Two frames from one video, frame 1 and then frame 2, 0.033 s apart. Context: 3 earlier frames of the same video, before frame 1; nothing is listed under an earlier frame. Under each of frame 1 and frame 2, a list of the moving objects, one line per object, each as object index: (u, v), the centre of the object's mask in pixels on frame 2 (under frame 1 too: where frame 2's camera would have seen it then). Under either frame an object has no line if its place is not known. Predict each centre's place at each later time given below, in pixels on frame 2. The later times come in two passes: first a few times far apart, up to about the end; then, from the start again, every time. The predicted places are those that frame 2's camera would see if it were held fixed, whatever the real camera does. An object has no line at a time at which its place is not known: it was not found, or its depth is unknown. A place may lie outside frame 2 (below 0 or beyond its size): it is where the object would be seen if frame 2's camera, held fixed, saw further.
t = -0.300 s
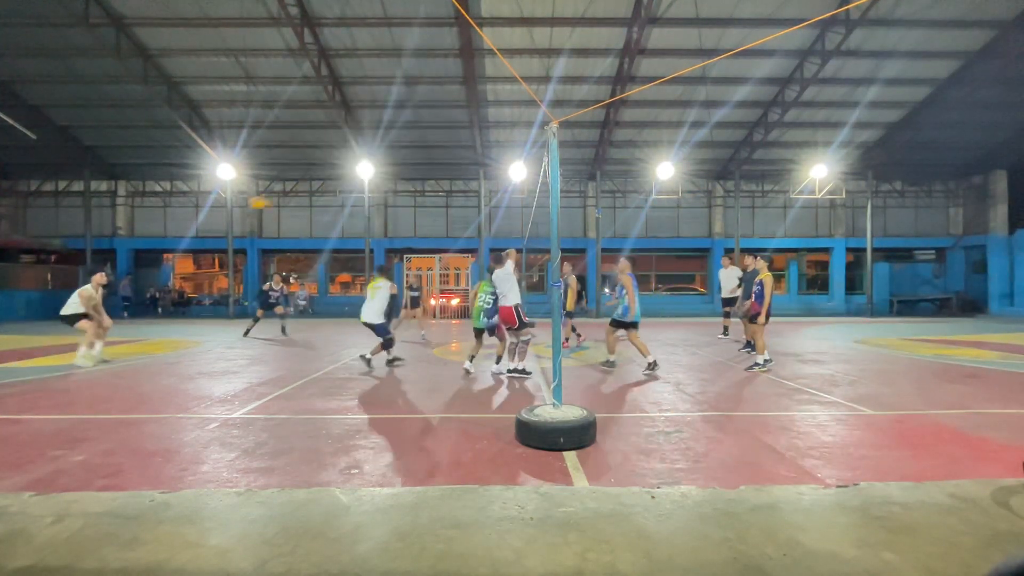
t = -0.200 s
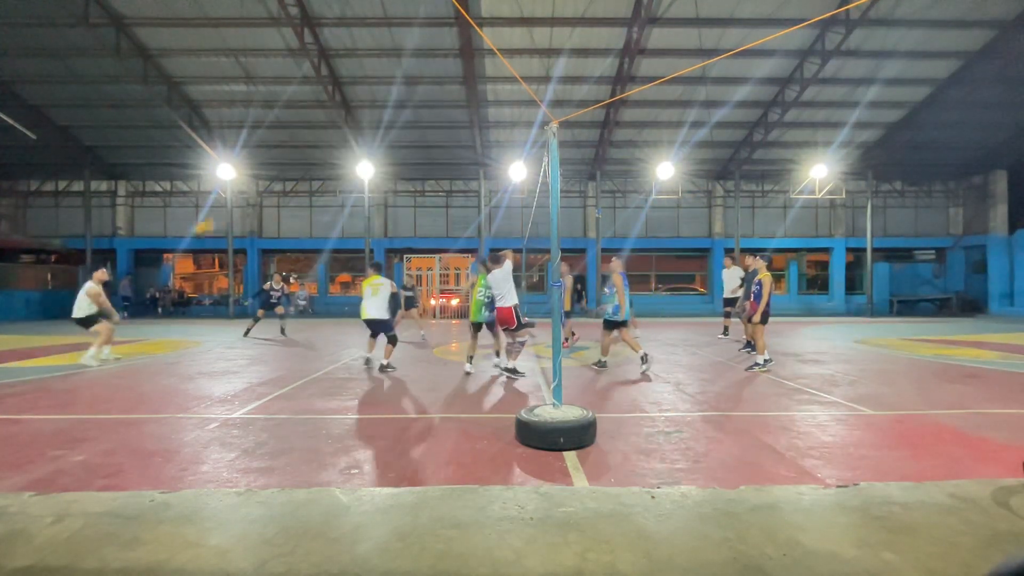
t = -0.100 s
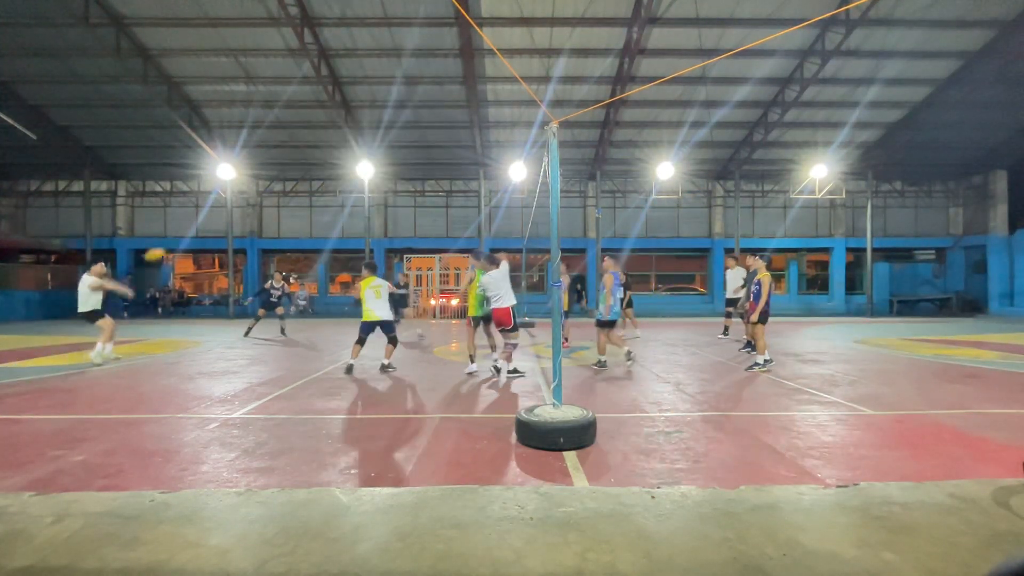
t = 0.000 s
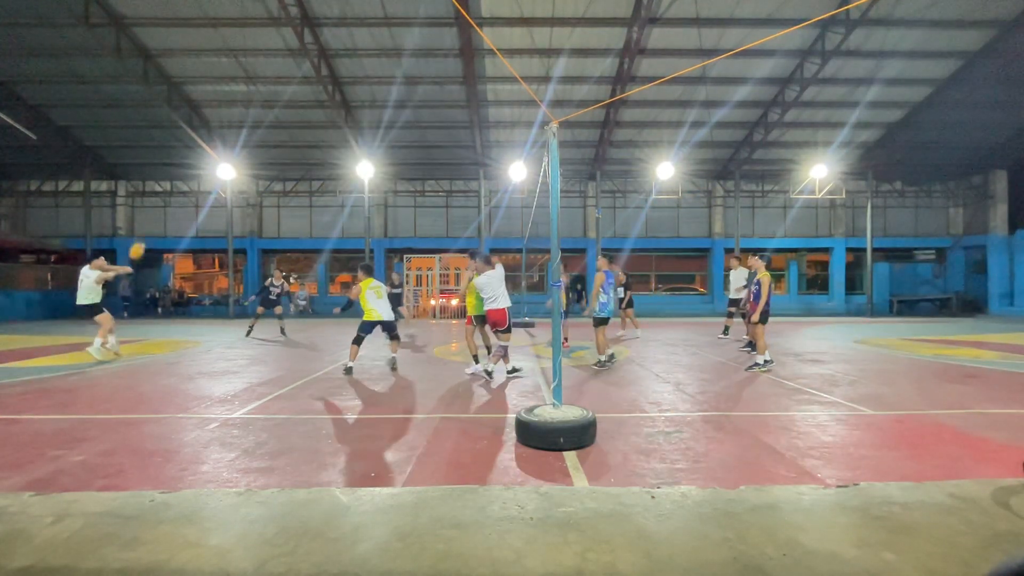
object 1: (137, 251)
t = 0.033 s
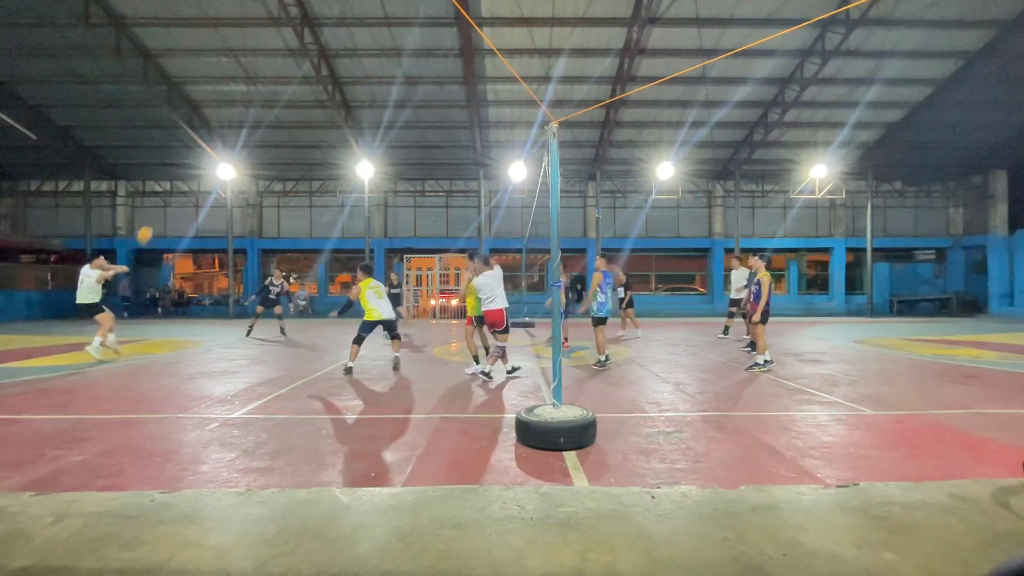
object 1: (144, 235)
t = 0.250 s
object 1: (192, 150)
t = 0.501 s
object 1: (243, 91)
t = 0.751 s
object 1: (290, 70)
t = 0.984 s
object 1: (332, 81)
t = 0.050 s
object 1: (148, 227)
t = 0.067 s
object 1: (152, 220)
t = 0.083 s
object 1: (155, 213)
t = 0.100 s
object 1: (160, 205)
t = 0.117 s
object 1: (162, 197)
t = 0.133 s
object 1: (166, 190)
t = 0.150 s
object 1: (170, 184)
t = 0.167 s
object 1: (173, 179)
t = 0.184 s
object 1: (177, 172)
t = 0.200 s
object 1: (181, 166)
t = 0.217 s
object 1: (184, 161)
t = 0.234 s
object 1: (188, 156)
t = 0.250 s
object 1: (192, 150)
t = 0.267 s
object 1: (196, 145)
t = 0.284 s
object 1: (199, 140)
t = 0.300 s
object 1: (203, 136)
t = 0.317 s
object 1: (206, 130)
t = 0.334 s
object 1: (210, 127)
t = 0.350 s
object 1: (213, 122)
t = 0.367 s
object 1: (216, 118)
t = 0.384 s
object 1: (220, 114)
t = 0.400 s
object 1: (223, 110)
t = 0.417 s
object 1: (226, 107)
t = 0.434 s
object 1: (230, 103)
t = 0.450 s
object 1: (233, 100)
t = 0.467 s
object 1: (236, 97)
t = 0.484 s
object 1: (240, 94)
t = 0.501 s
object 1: (243, 91)
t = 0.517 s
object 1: (246, 89)
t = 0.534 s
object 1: (249, 86)
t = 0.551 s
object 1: (252, 85)
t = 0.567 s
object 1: (256, 82)
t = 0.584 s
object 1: (259, 80)
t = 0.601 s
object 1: (262, 79)
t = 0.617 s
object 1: (265, 77)
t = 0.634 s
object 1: (269, 76)
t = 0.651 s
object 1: (272, 74)
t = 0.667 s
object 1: (275, 74)
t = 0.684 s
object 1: (279, 72)
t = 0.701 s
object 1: (281, 71)
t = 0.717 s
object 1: (284, 70)
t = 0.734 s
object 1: (288, 70)
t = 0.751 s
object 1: (290, 70)
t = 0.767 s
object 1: (293, 70)
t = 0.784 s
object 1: (296, 70)
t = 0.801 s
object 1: (299, 70)
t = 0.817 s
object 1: (302, 70)
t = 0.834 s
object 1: (306, 71)
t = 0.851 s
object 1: (308, 71)
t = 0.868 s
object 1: (311, 72)
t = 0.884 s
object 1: (314, 72)
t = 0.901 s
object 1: (317, 74)
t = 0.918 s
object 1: (320, 75)
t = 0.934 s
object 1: (323, 76)
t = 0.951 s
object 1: (326, 77)
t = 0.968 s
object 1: (329, 79)
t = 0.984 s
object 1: (332, 81)
